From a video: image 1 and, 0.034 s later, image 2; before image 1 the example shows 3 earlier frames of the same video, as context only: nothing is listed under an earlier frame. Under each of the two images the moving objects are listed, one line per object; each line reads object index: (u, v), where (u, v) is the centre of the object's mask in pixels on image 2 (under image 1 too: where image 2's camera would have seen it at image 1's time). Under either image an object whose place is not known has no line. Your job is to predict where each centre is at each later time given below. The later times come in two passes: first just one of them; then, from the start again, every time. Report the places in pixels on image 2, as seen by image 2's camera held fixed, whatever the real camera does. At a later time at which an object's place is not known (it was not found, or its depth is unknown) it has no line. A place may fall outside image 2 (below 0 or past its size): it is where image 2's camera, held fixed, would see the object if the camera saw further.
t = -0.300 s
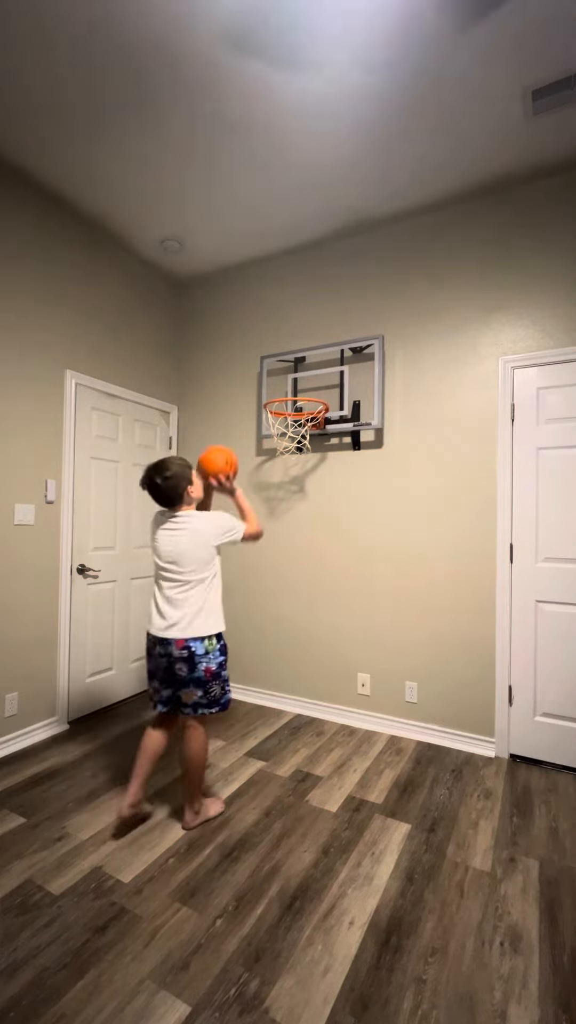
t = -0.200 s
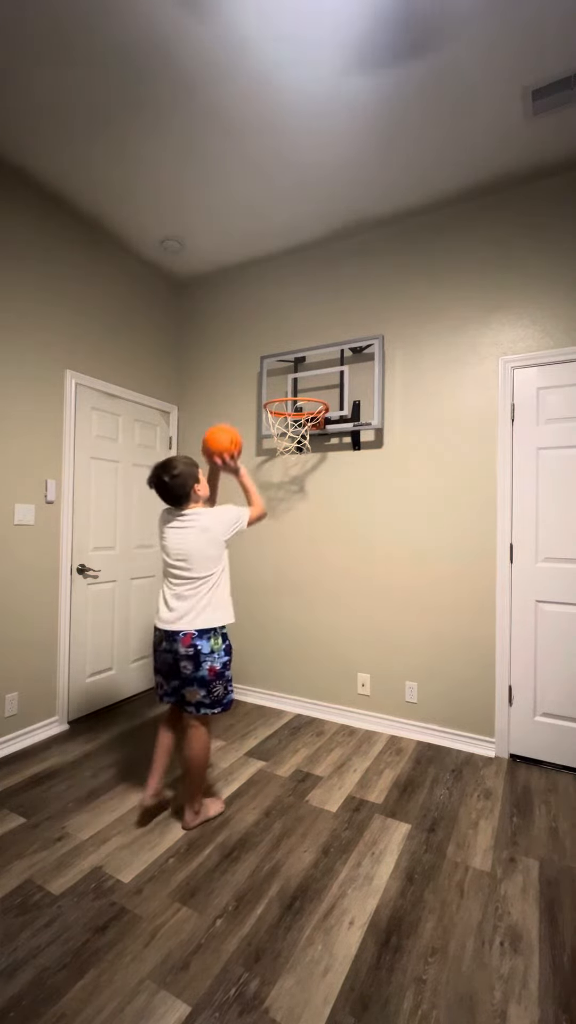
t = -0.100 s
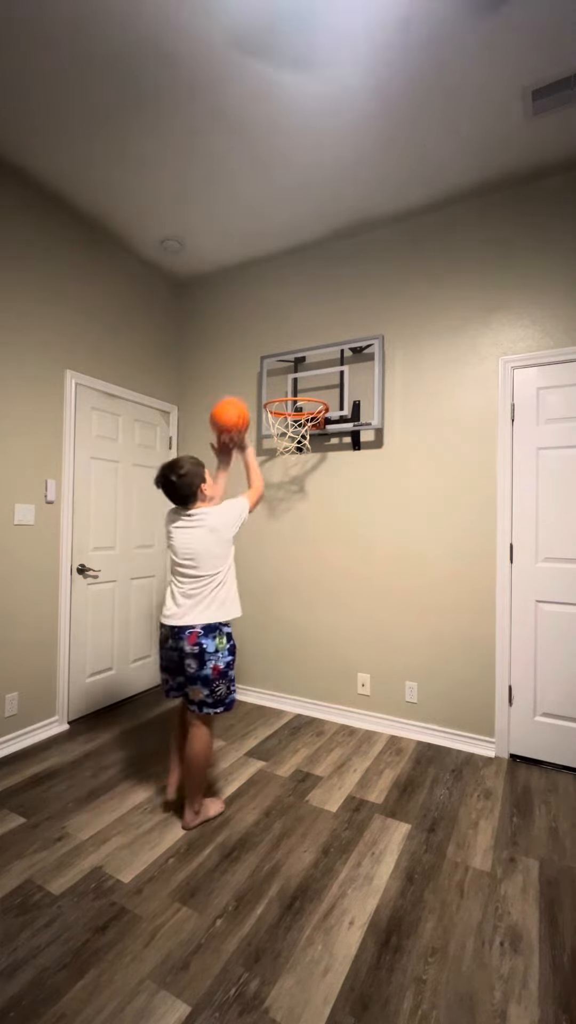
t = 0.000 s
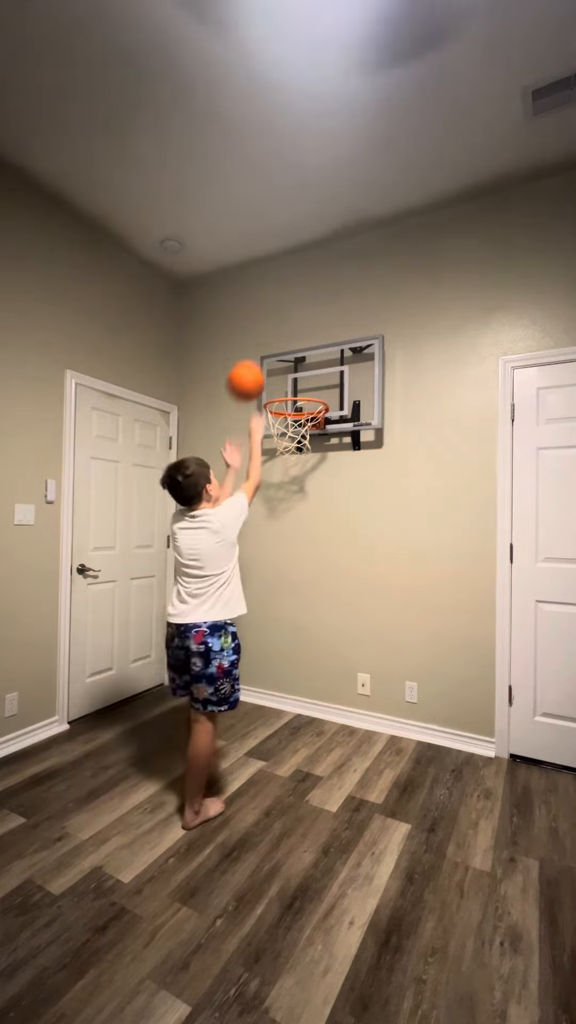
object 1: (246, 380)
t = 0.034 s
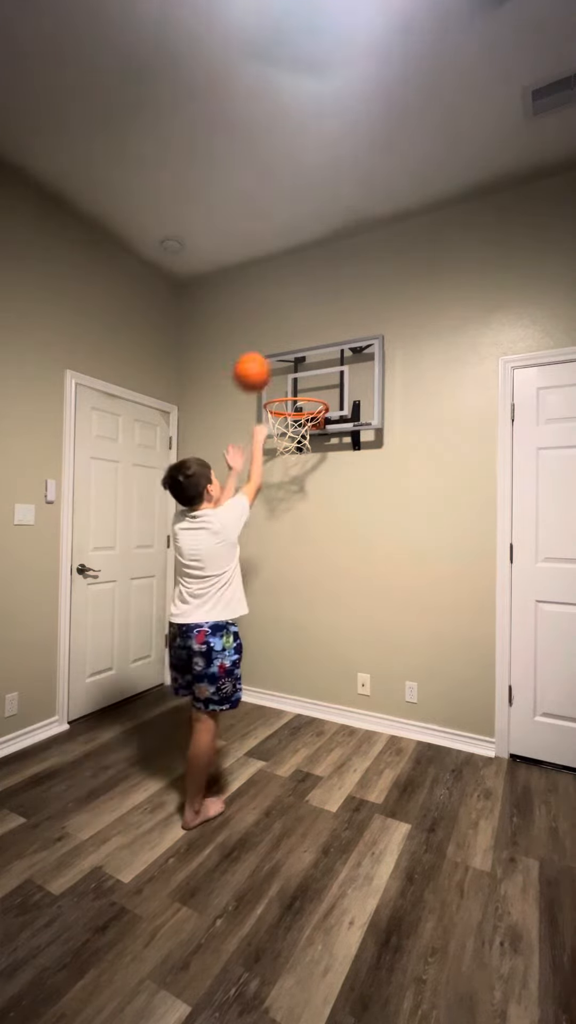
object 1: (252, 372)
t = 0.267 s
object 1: (285, 373)
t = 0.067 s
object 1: (257, 366)
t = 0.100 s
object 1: (262, 362)
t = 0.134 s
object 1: (267, 360)
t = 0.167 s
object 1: (272, 361)
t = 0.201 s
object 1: (276, 362)
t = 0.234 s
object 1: (281, 367)
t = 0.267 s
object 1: (285, 373)
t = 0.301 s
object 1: (290, 381)
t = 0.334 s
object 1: (293, 387)
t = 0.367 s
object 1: (298, 401)
